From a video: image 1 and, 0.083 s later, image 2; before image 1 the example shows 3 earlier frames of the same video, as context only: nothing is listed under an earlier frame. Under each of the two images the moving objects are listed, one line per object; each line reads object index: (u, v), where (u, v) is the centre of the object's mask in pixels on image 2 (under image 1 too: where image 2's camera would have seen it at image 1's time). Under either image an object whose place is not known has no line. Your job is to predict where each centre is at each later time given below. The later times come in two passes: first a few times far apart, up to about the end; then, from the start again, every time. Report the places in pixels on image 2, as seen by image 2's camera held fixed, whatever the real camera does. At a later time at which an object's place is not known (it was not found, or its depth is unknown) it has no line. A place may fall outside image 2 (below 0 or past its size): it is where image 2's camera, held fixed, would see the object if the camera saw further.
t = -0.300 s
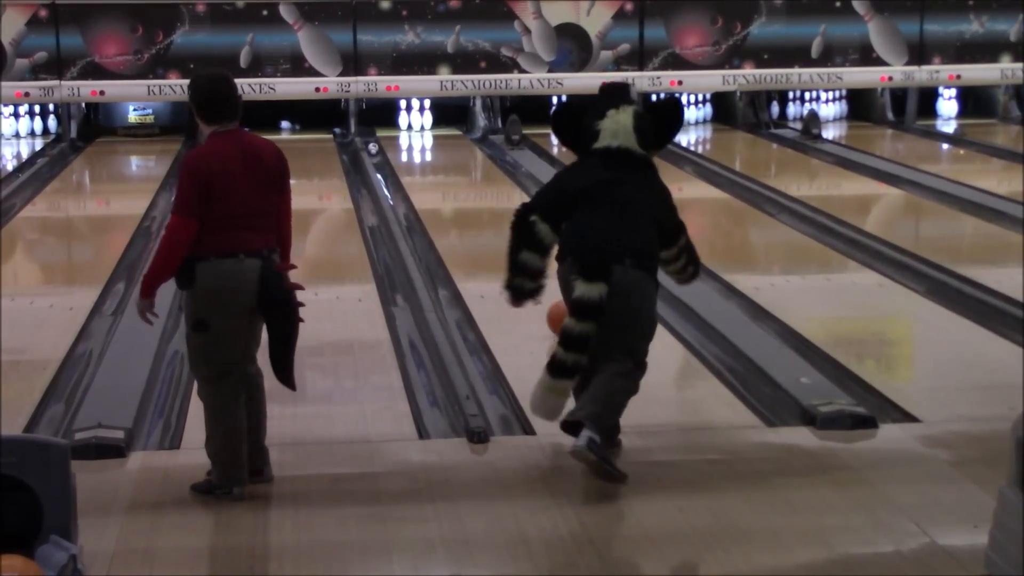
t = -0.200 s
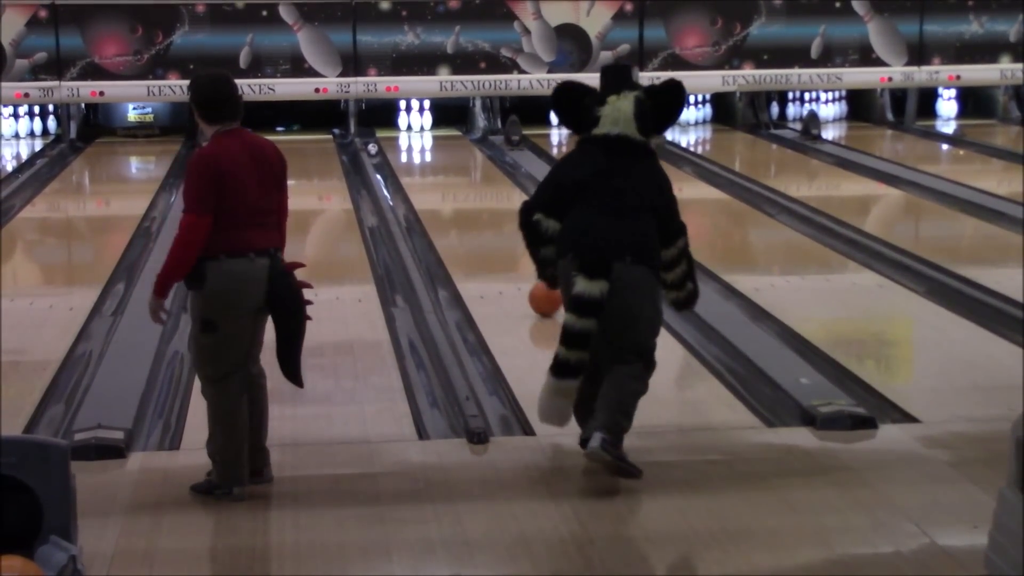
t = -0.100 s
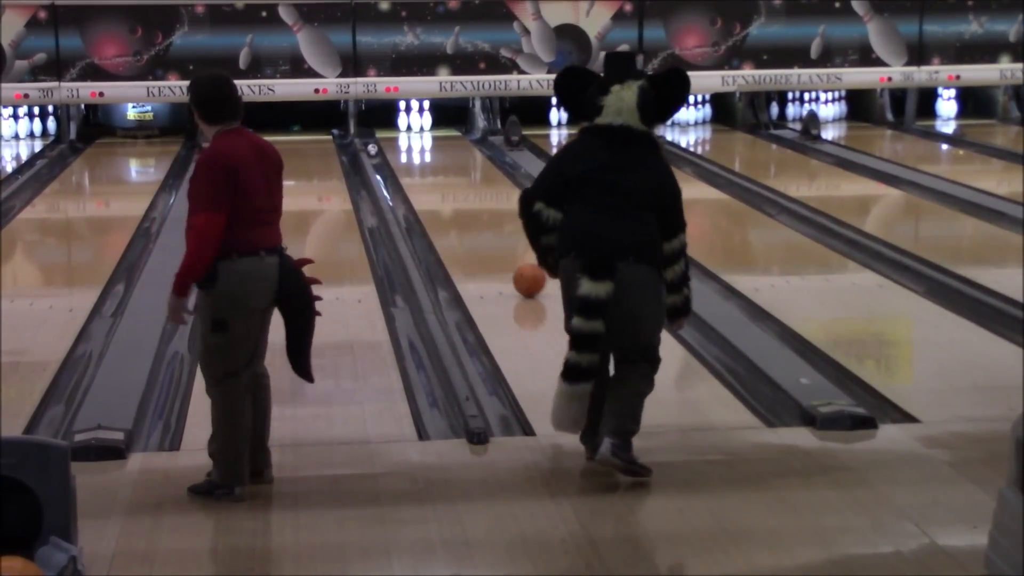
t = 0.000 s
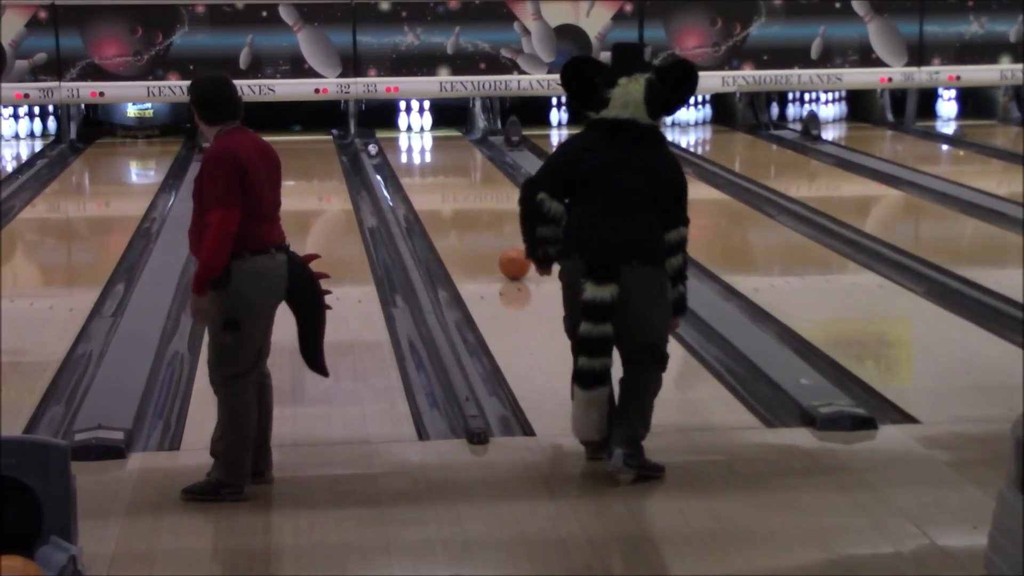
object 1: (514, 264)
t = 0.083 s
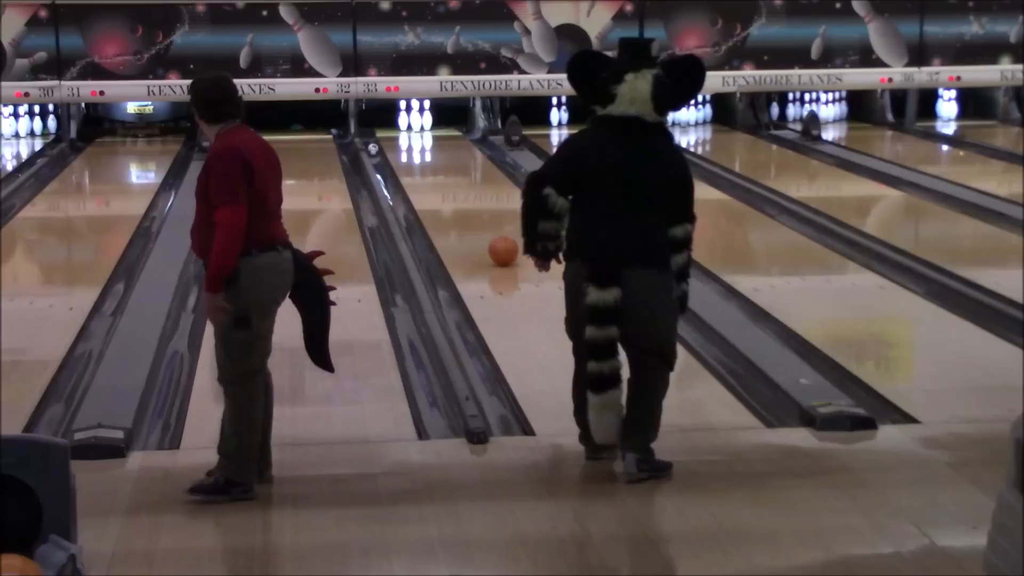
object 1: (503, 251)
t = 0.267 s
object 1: (482, 226)
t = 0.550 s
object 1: (456, 196)
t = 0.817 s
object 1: (437, 173)
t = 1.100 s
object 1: (421, 153)
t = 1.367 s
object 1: (409, 138)
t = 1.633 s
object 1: (401, 126)
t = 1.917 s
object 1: (380, 116)
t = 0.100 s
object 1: (501, 249)
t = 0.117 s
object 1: (499, 246)
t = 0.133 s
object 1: (497, 244)
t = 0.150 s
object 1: (495, 242)
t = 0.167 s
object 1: (493, 239)
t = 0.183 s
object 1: (491, 237)
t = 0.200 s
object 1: (489, 235)
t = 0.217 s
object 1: (487, 232)
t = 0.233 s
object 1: (485, 230)
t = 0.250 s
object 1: (484, 228)
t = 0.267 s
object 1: (482, 226)
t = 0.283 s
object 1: (480, 225)
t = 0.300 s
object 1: (478, 223)
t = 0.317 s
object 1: (476, 221)
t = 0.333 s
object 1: (475, 219)
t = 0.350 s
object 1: (473, 217)
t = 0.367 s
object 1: (472, 215)
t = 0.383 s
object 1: (470, 213)
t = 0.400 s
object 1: (468, 211)
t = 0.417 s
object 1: (467, 210)
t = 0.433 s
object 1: (465, 208)
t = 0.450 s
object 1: (464, 206)
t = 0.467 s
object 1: (463, 204)
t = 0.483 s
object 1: (461, 202)
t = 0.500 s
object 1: (460, 201)
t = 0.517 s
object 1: (458, 199)
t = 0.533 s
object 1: (457, 197)
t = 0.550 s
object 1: (456, 196)
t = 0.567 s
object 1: (454, 194)
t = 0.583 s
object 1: (453, 193)
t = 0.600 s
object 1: (451, 191)
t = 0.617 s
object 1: (450, 190)
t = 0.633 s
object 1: (449, 188)
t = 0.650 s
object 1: (448, 187)
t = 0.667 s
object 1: (447, 185)
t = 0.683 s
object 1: (445, 184)
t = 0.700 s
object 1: (444, 183)
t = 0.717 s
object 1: (443, 181)
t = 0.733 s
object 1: (442, 180)
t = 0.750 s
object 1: (441, 178)
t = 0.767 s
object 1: (440, 177)
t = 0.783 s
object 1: (439, 176)
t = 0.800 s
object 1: (438, 175)
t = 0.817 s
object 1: (437, 173)
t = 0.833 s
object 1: (435, 172)
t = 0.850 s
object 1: (434, 171)
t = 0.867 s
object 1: (433, 170)
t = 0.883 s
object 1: (432, 168)
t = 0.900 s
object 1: (431, 167)
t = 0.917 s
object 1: (430, 166)
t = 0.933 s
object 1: (430, 165)
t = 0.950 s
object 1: (429, 164)
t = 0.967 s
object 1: (427, 163)
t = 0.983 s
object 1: (426, 161)
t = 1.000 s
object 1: (426, 160)
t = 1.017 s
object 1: (425, 159)
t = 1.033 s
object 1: (424, 158)
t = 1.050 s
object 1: (423, 157)
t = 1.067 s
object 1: (422, 156)
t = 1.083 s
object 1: (422, 154)
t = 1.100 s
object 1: (421, 153)
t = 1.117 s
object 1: (421, 152)
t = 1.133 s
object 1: (420, 151)
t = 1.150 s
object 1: (419, 150)
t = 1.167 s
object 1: (418, 149)
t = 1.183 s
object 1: (418, 148)
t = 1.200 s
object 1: (417, 147)
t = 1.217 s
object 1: (416, 146)
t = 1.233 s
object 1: (415, 145)
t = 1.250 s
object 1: (415, 144)
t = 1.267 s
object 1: (413, 143)
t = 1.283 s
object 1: (413, 142)
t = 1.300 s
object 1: (412, 141)
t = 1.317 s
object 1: (411, 140)
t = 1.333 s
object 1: (411, 139)
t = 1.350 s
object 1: (410, 138)
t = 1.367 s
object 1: (409, 138)
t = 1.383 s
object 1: (409, 137)
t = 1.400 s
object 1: (408, 136)
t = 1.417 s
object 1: (408, 136)
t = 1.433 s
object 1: (407, 135)
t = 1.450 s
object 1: (407, 134)
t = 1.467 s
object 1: (406, 133)
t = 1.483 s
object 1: (405, 132)
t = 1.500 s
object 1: (405, 132)
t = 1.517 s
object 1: (405, 131)
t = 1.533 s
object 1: (403, 130)
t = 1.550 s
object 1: (403, 130)
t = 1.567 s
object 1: (403, 129)
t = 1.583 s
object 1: (402, 128)
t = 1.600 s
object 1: (402, 127)
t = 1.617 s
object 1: (401, 126)
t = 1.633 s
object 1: (401, 126)
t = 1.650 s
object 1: (400, 124)
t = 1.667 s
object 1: (399, 124)
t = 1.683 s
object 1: (399, 123)
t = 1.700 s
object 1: (399, 122)
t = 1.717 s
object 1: (399, 122)
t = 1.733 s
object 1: (399, 121)
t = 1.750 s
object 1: (397, 120)
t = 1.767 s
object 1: (395, 120)
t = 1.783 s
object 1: (393, 119)
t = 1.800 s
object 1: (392, 119)
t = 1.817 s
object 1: (390, 118)
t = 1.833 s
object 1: (388, 118)
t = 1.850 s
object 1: (387, 117)
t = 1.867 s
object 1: (385, 116)
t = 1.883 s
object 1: (384, 116)
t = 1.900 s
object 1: (382, 116)
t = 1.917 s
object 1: (380, 116)
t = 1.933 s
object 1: (379, 116)
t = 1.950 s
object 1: (377, 119)
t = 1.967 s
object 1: (376, 123)
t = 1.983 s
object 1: (375, 125)
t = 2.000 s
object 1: (375, 125)
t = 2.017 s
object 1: (375, 124)
